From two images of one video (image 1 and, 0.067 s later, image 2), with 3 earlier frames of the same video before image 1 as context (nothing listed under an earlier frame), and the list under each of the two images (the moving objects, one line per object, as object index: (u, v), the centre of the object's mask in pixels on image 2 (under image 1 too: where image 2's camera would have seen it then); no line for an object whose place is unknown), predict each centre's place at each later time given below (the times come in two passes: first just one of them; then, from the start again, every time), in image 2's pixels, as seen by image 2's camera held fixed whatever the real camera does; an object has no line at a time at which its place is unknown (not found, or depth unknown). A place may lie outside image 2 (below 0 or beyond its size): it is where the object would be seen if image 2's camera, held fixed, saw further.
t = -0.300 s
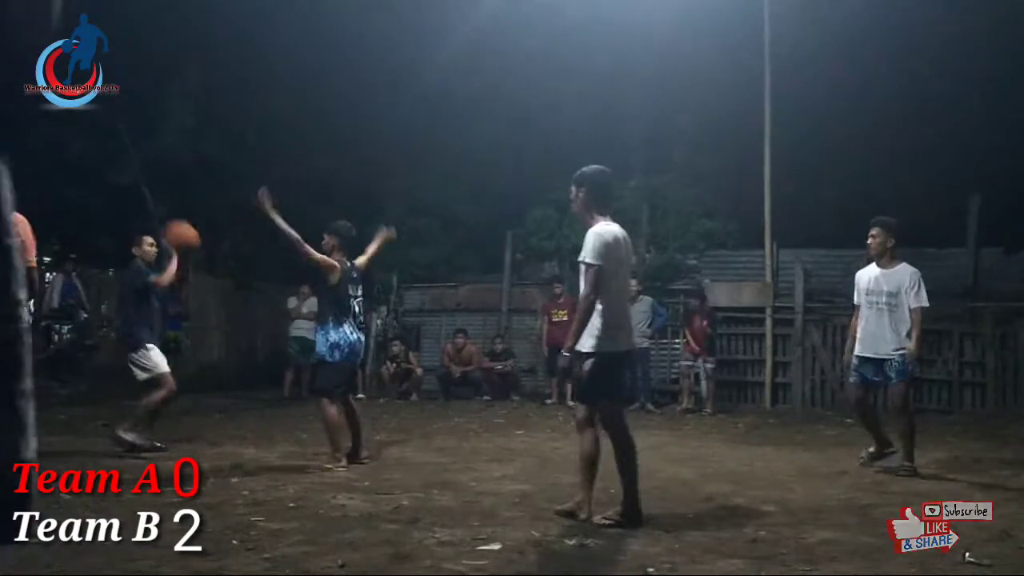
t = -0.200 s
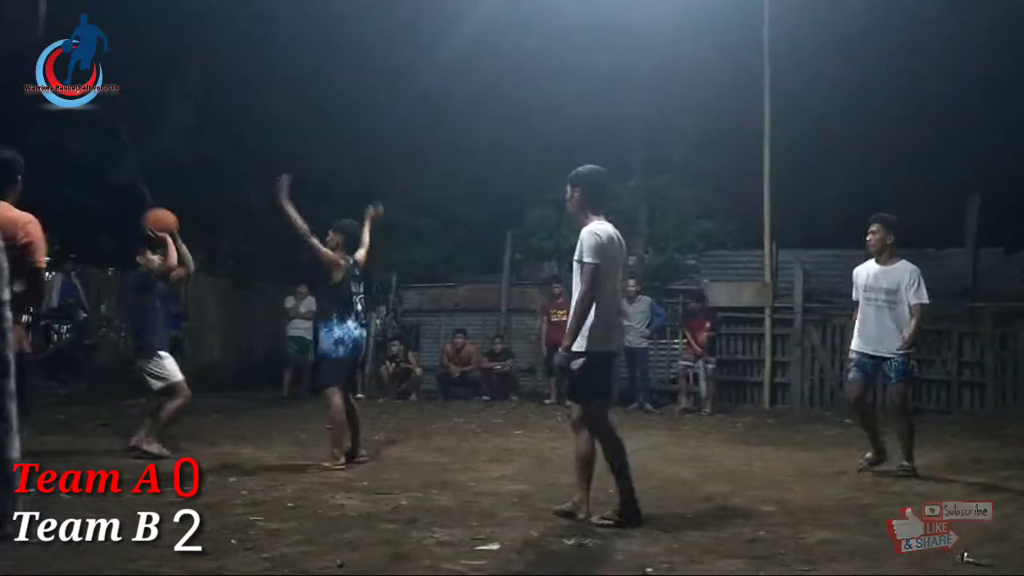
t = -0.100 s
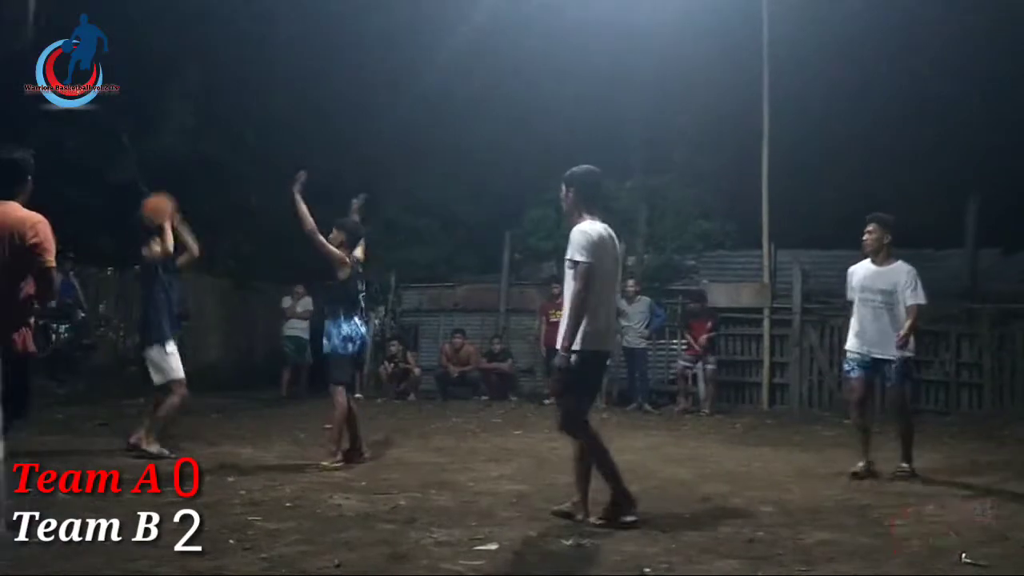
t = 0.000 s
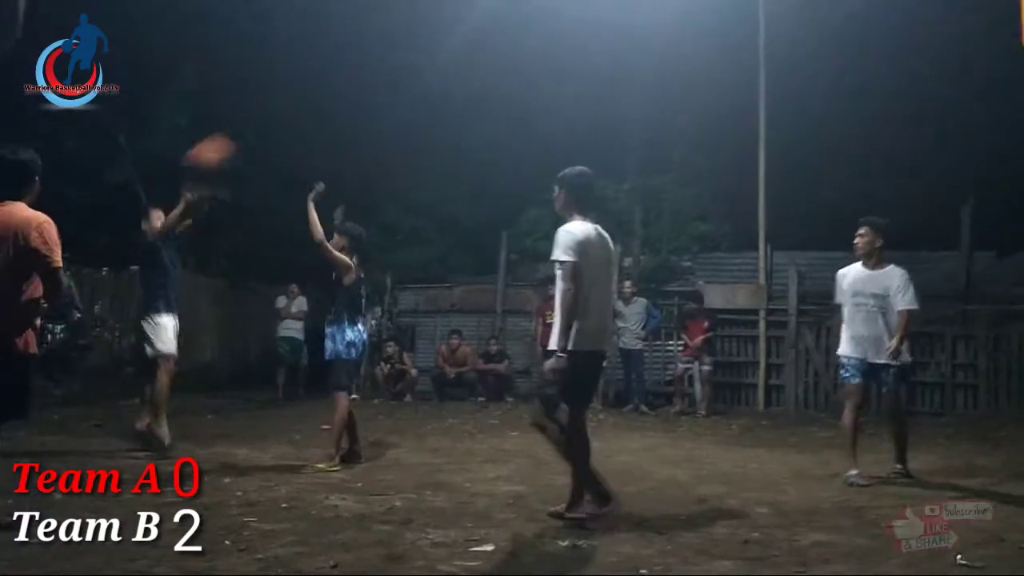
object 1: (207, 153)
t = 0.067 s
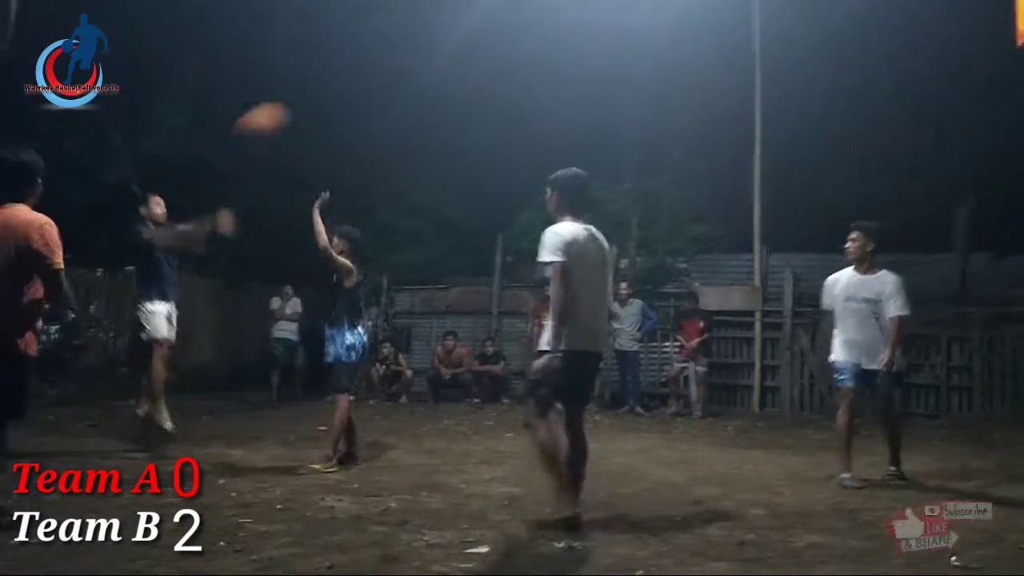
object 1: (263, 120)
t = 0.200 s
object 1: (391, 64)
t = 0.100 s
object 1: (294, 105)
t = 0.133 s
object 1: (325, 90)
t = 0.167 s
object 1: (358, 76)
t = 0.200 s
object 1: (391, 64)
